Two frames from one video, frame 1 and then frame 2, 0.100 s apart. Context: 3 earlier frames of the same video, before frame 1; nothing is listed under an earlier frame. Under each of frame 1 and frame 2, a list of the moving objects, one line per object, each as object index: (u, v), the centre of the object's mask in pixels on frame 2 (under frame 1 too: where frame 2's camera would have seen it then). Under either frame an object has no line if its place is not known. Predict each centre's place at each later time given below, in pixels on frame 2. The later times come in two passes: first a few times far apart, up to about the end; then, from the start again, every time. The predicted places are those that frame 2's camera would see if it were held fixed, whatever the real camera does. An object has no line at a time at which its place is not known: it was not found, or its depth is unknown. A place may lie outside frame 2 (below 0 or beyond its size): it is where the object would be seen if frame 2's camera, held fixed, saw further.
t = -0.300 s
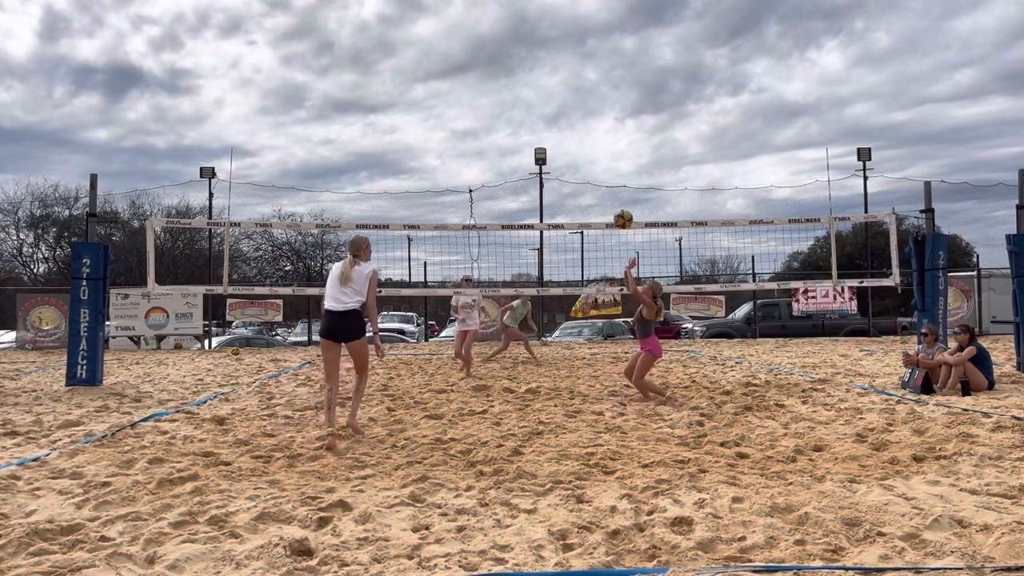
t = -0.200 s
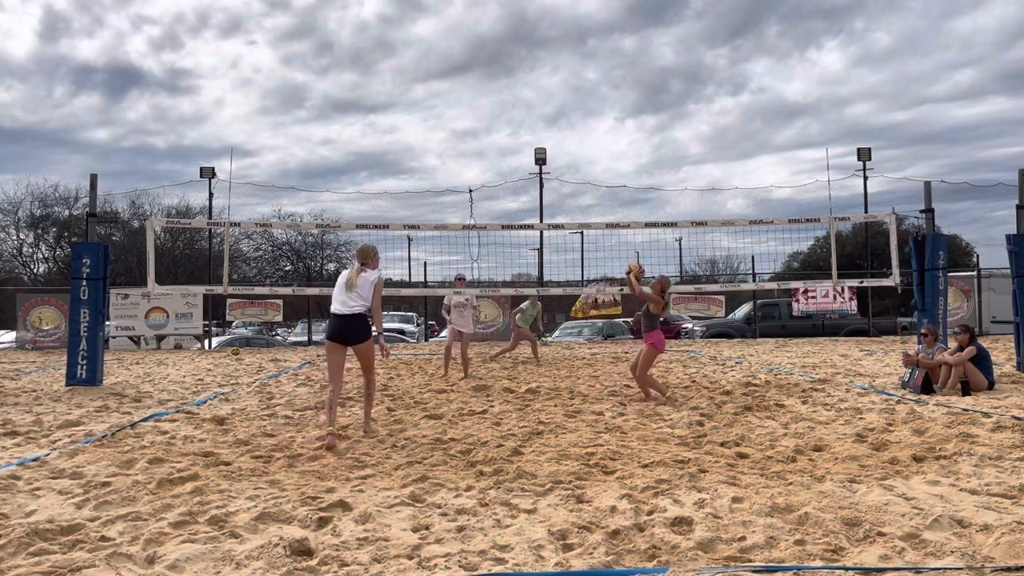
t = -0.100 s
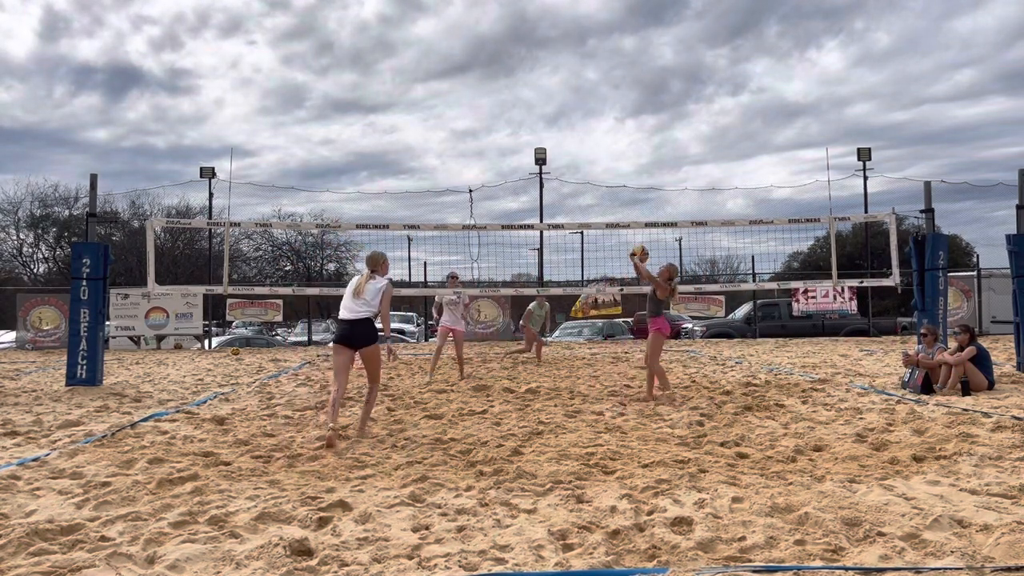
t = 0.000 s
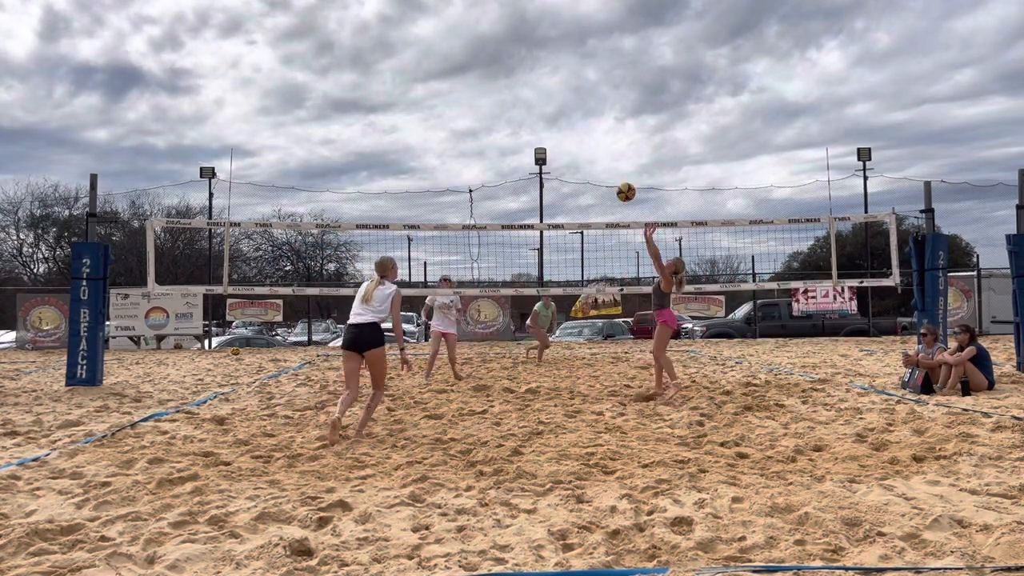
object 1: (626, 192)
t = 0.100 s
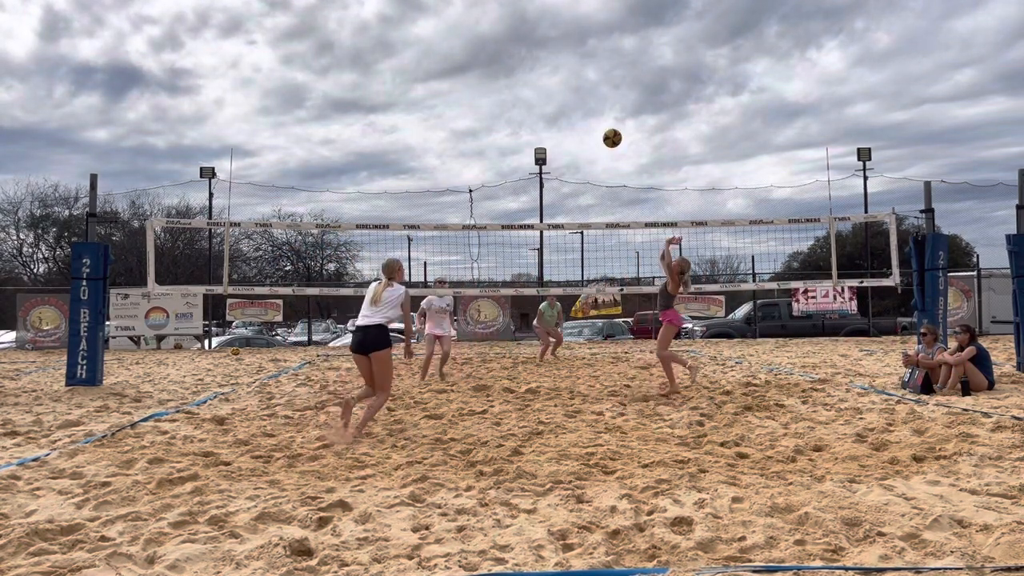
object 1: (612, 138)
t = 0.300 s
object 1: (587, 61)
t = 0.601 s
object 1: (553, 13)
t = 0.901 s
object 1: (523, 38)
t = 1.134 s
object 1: (503, 103)
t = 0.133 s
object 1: (608, 122)
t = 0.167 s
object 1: (603, 108)
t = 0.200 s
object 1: (599, 95)
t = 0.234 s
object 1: (595, 82)
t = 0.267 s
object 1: (591, 71)
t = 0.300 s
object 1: (587, 61)
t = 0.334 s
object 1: (583, 52)
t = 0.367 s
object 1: (579, 44)
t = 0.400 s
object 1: (575, 36)
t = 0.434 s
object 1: (571, 30)
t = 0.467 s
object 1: (567, 25)
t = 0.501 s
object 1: (564, 21)
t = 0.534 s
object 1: (560, 17)
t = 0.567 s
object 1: (556, 15)
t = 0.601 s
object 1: (553, 13)
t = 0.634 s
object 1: (549, 12)
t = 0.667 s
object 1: (546, 13)
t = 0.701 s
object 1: (543, 14)
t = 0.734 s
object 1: (539, 16)
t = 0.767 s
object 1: (536, 18)
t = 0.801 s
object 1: (533, 22)
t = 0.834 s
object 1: (529, 27)
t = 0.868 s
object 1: (526, 32)
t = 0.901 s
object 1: (523, 38)
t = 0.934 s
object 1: (520, 45)
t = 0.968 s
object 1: (517, 53)
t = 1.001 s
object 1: (514, 61)
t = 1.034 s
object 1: (511, 71)
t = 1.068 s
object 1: (508, 81)
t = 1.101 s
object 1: (506, 92)
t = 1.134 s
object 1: (503, 103)
